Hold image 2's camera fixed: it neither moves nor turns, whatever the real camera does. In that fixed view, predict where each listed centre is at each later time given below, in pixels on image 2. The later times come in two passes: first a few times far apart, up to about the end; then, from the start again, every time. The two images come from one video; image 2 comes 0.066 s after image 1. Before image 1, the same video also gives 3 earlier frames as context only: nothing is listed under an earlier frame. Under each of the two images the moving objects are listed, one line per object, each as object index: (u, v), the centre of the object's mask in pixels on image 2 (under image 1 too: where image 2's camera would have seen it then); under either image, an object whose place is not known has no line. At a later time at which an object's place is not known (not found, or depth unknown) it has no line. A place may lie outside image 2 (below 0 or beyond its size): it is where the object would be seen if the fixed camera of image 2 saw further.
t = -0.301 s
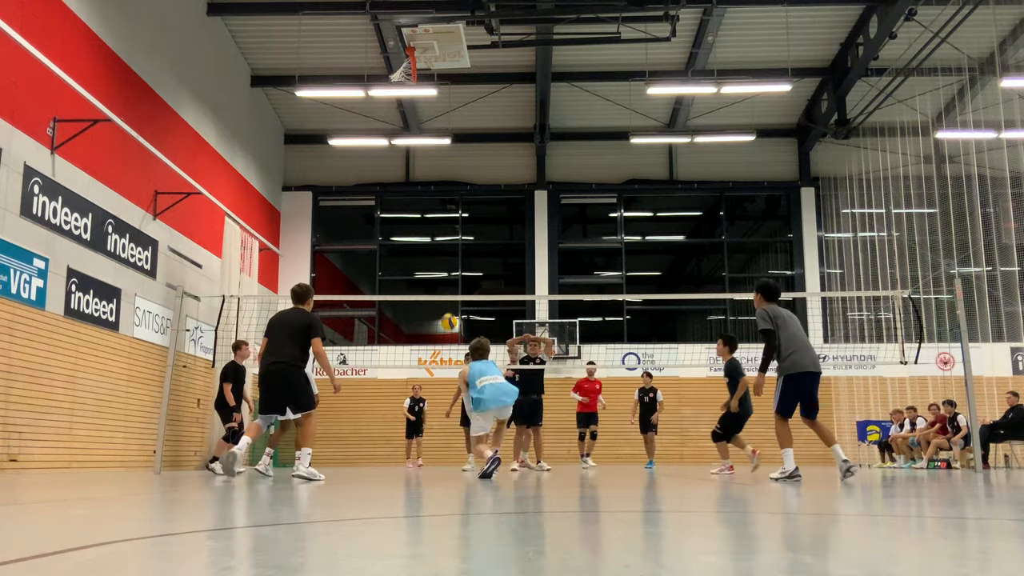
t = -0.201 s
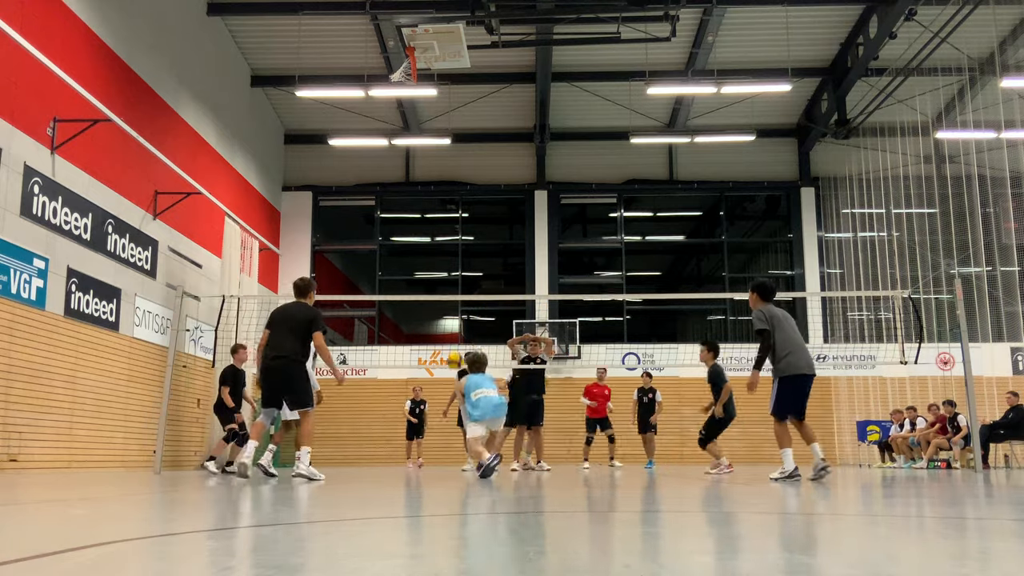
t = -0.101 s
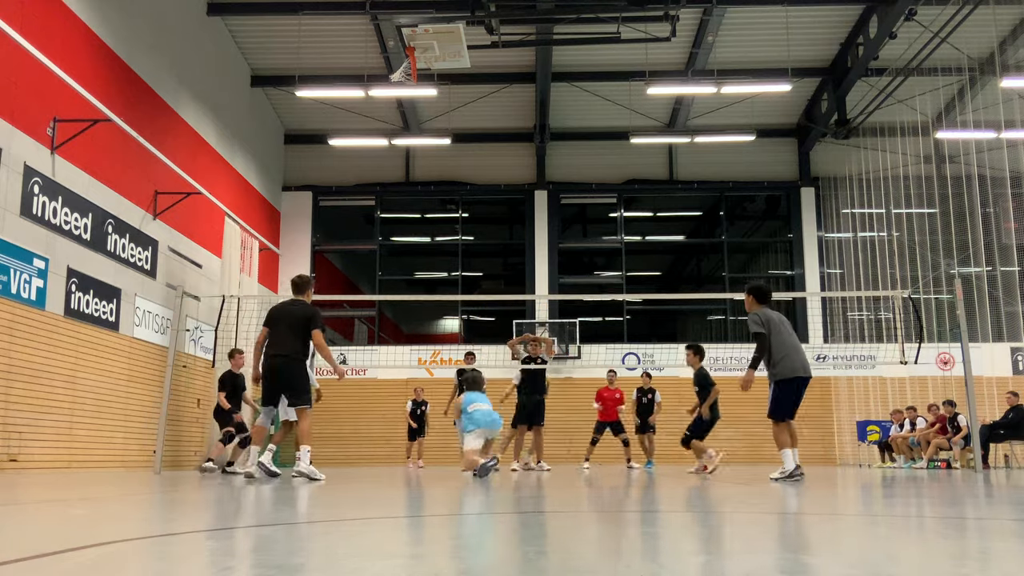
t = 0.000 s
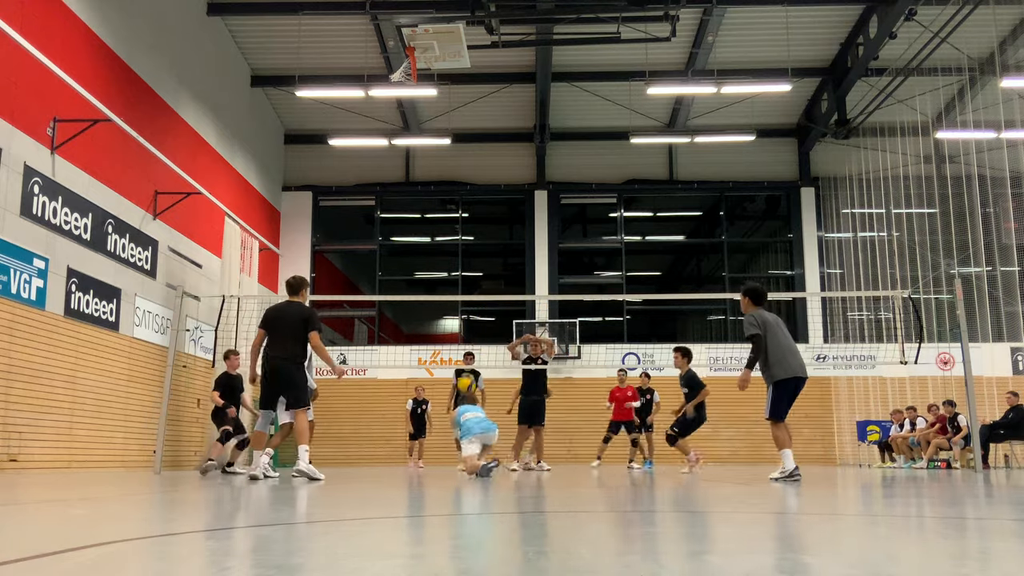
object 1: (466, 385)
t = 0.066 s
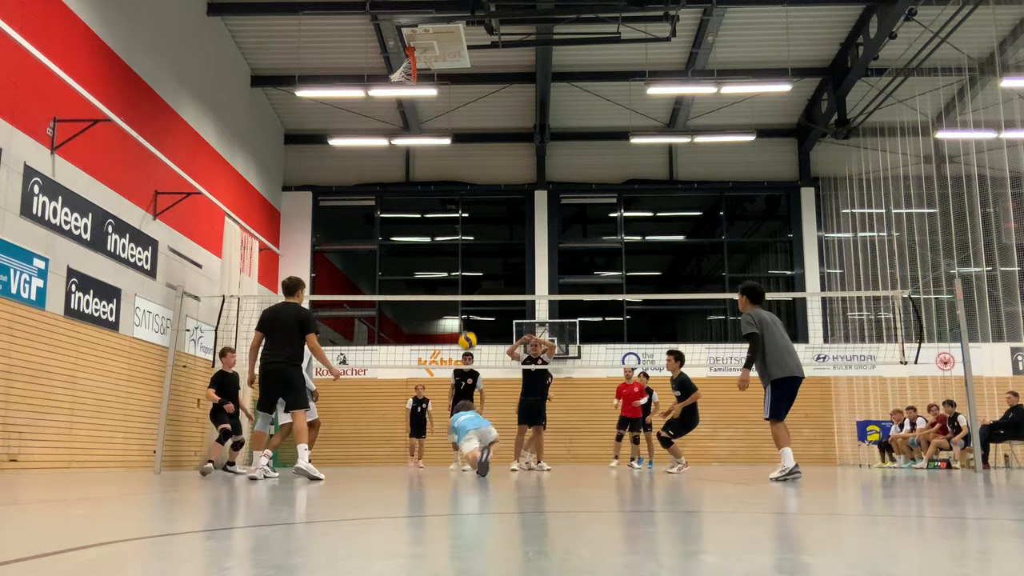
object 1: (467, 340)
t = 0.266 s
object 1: (470, 247)
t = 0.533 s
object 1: (472, 180)
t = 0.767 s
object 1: (474, 168)
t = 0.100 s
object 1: (468, 322)
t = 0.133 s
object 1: (469, 306)
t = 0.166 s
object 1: (468, 287)
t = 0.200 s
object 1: (469, 273)
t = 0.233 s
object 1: (469, 259)
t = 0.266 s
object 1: (470, 247)
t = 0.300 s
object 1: (470, 234)
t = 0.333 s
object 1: (471, 224)
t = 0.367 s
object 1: (471, 214)
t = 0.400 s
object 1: (471, 206)
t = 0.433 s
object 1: (471, 198)
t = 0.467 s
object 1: (471, 191)
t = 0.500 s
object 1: (472, 185)
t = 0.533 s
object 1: (472, 180)
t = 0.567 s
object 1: (472, 176)
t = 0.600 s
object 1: (472, 172)
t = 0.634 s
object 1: (473, 169)
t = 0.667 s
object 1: (473, 168)
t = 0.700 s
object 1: (473, 168)
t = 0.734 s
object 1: (474, 167)
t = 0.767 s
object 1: (474, 168)
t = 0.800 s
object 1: (474, 169)
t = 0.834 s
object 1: (474, 171)
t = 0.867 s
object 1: (474, 173)
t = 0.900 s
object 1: (474, 177)
